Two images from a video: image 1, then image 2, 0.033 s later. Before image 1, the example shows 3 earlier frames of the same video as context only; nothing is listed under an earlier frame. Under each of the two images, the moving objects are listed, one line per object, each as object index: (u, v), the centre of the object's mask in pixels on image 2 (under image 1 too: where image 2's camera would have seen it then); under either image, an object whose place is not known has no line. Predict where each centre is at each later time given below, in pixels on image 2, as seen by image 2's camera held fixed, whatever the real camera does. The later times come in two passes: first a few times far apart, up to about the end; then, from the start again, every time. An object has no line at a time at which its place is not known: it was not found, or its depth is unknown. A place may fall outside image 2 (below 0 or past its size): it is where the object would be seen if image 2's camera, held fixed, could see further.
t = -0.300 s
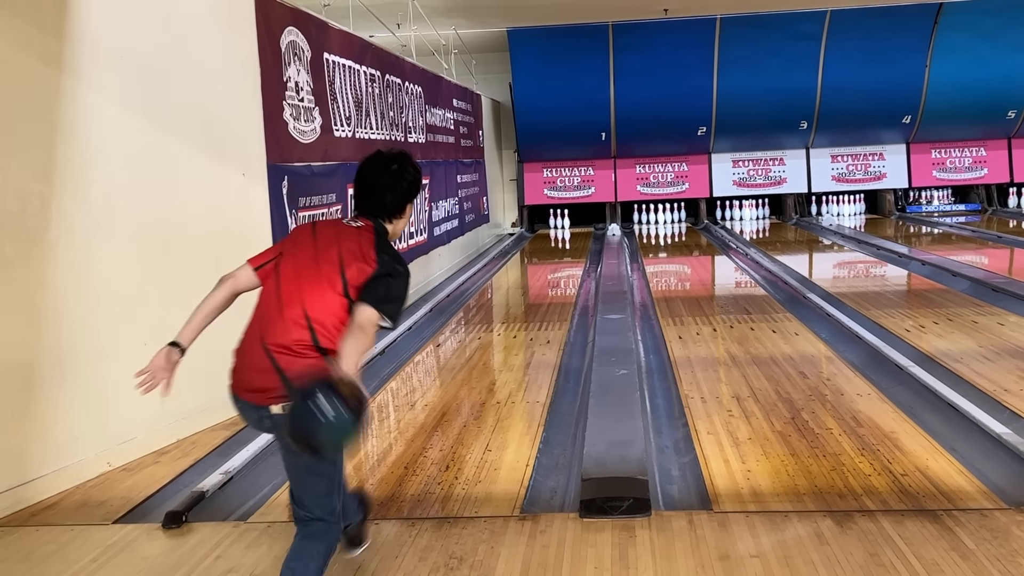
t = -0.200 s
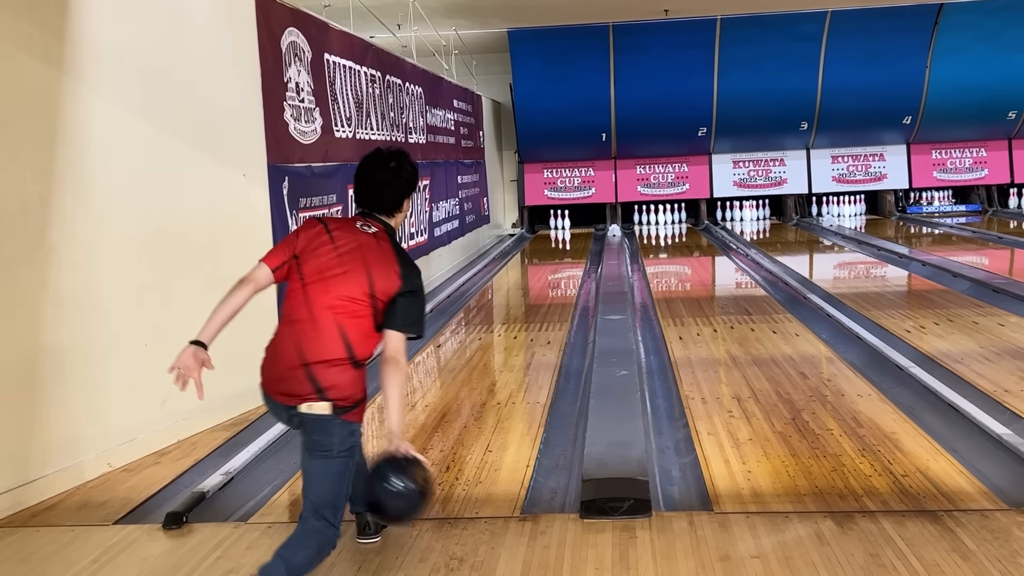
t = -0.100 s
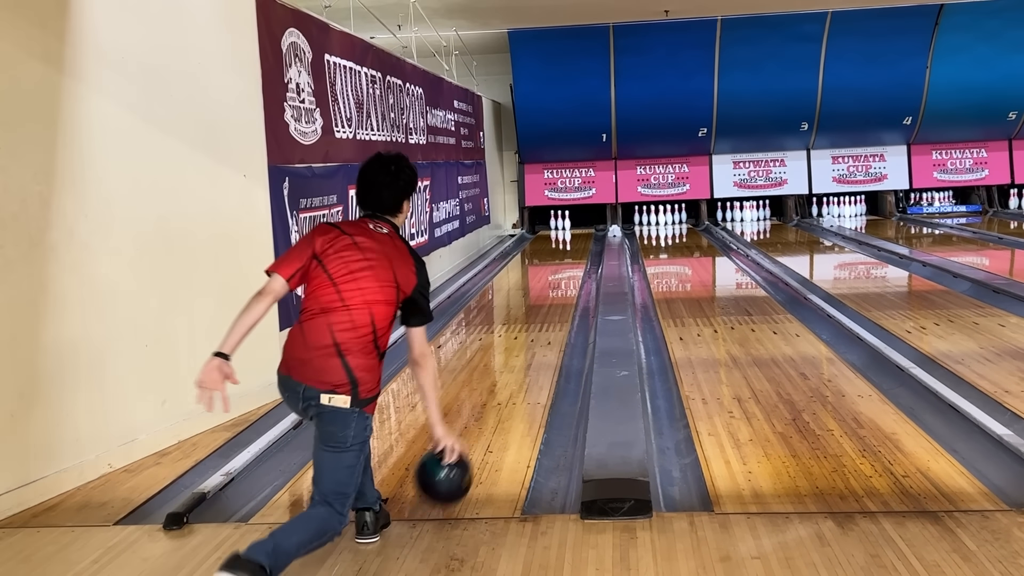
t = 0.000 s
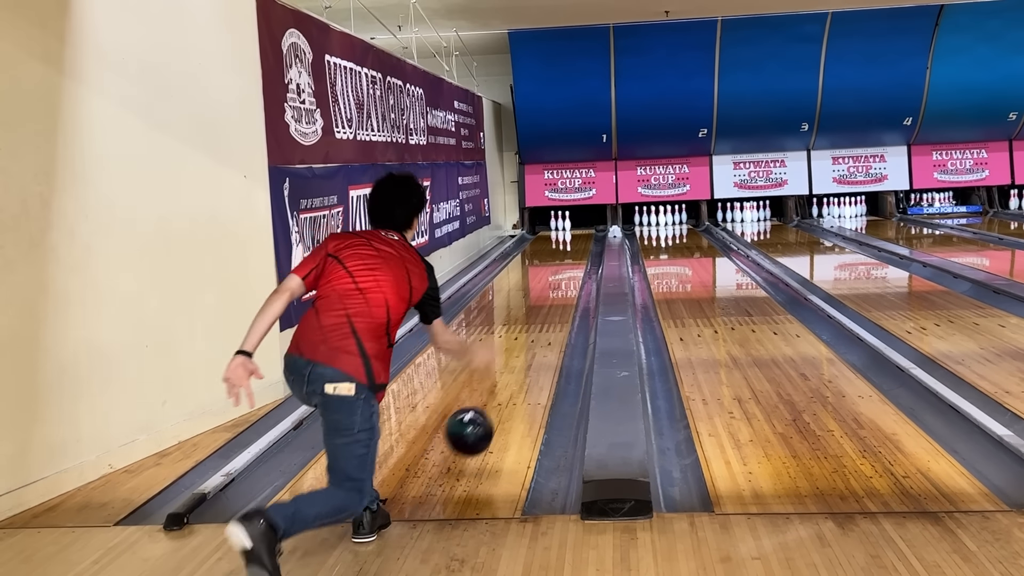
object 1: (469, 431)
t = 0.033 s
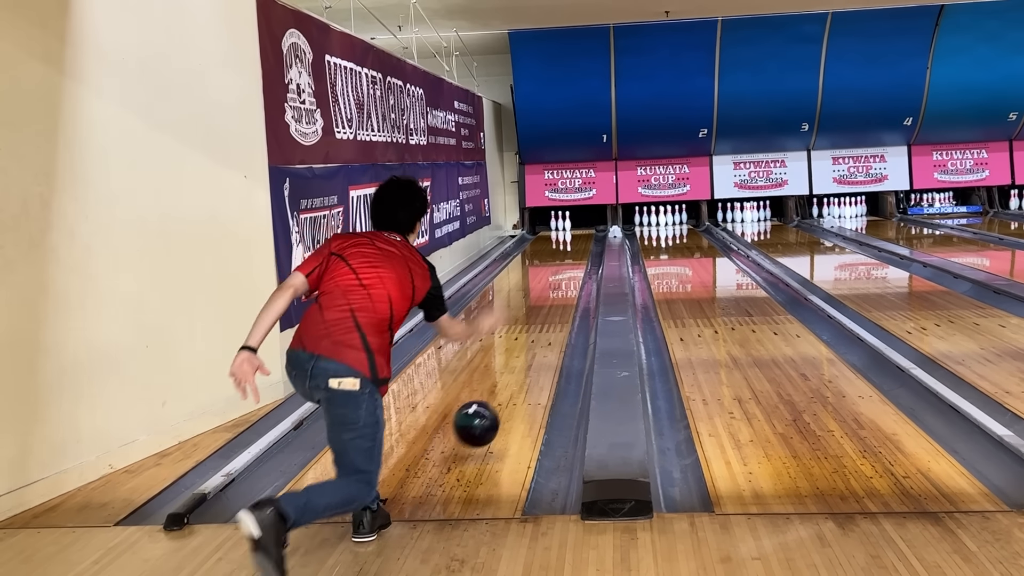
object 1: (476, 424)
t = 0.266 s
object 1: (508, 362)
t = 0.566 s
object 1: (529, 312)
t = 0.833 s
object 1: (540, 284)
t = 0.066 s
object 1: (483, 419)
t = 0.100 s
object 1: (488, 409)
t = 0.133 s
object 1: (493, 397)
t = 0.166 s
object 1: (497, 387)
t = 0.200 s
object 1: (501, 378)
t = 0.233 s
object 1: (504, 370)
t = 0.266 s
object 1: (508, 362)
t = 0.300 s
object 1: (512, 356)
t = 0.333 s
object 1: (515, 346)
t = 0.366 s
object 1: (516, 342)
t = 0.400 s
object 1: (519, 336)
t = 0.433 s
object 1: (521, 330)
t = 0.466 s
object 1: (523, 325)
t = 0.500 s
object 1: (525, 321)
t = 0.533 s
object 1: (527, 316)
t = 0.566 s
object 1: (529, 312)
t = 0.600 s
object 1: (531, 308)
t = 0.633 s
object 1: (533, 304)
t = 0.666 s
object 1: (534, 300)
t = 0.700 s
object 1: (535, 297)
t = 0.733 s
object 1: (537, 293)
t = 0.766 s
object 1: (538, 290)
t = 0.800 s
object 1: (539, 287)
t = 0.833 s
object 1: (540, 284)
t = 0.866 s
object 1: (542, 281)
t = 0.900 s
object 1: (543, 279)
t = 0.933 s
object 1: (544, 276)
